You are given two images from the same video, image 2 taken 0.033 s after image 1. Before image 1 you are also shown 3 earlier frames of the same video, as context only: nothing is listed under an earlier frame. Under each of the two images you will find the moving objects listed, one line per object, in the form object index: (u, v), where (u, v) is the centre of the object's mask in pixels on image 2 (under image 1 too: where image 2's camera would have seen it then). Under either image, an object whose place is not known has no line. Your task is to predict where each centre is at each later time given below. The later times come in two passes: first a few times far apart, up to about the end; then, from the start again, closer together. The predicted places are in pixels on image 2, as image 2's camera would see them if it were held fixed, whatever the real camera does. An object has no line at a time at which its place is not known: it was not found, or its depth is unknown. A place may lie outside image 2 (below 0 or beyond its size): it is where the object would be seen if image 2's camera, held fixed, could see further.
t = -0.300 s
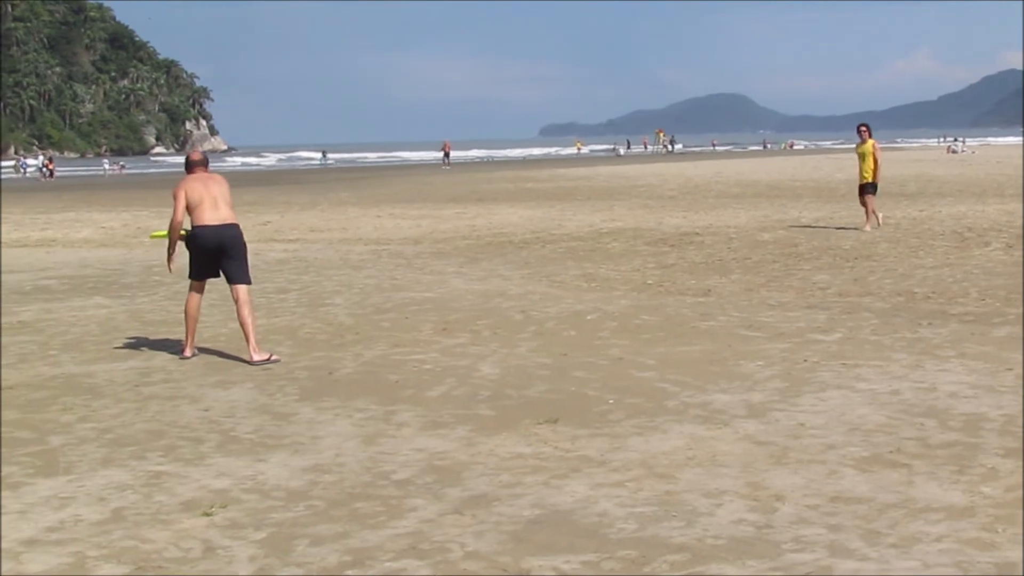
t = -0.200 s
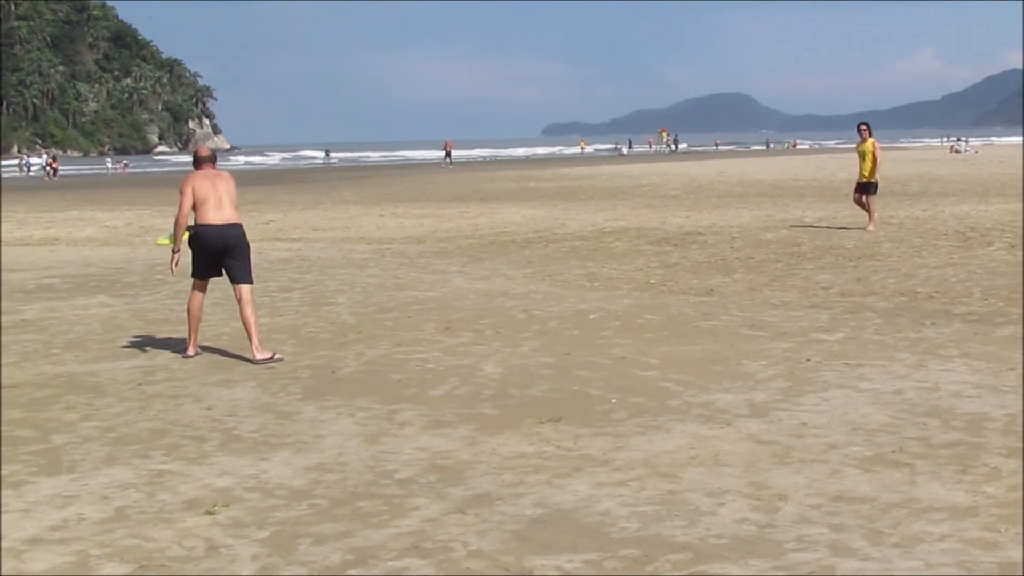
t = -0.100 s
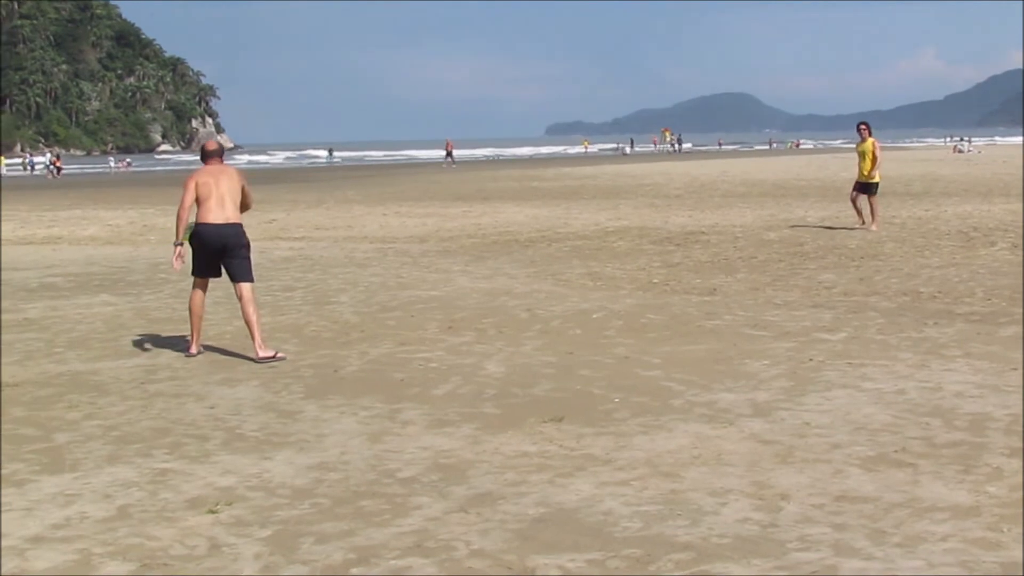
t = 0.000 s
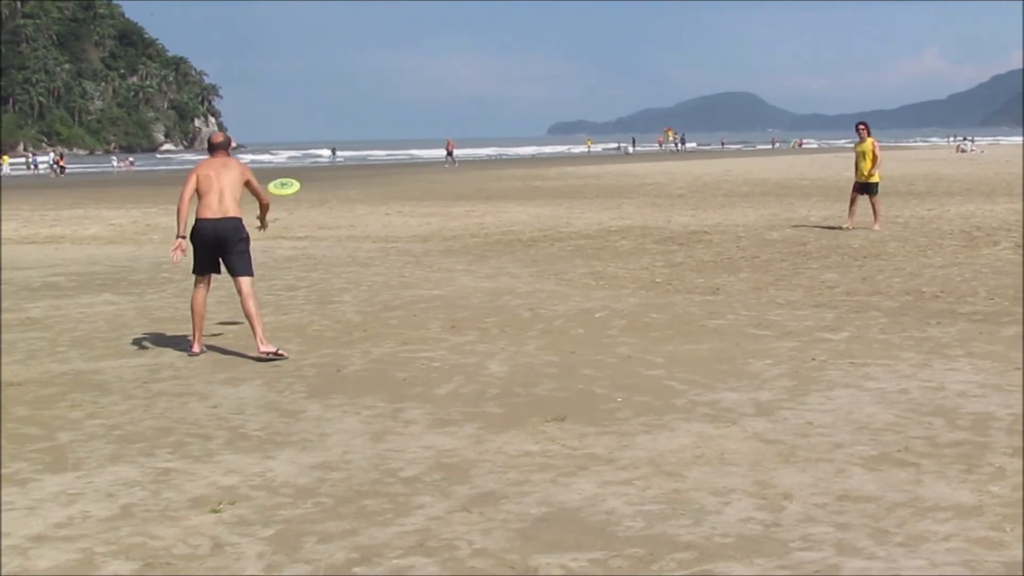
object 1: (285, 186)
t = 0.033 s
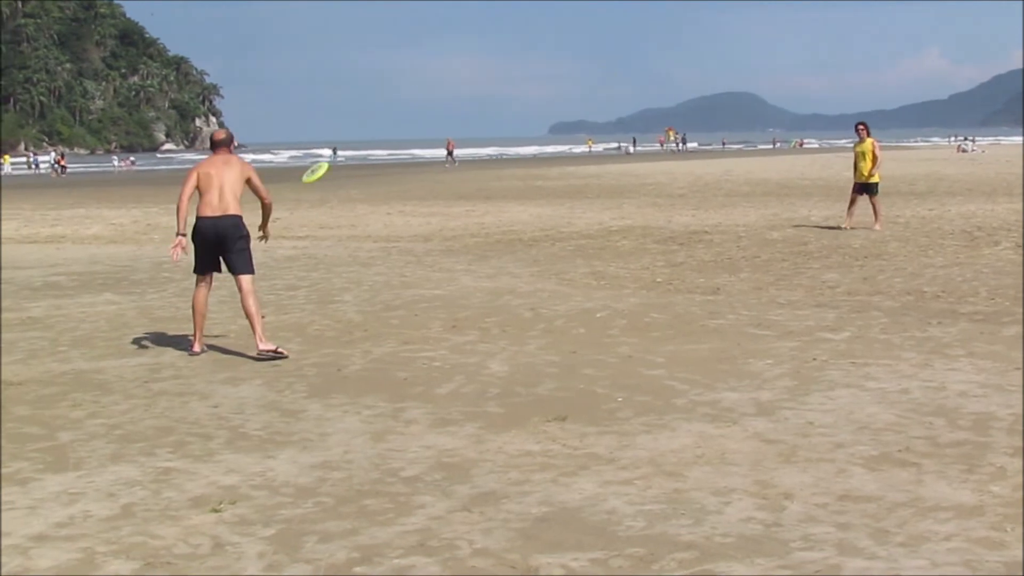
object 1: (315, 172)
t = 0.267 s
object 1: (490, 106)
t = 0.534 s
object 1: (632, 72)
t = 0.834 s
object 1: (749, 69)
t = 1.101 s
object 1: (825, 83)
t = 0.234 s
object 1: (468, 113)
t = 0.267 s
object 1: (490, 106)
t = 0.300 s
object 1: (511, 99)
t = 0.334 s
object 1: (530, 93)
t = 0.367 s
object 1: (549, 88)
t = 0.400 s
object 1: (567, 83)
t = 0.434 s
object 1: (584, 80)
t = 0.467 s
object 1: (601, 77)
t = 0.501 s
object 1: (618, 73)
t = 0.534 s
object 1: (632, 72)
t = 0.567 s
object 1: (648, 70)
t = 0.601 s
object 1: (663, 69)
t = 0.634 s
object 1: (677, 68)
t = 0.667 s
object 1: (690, 67)
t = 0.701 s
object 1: (703, 67)
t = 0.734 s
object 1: (715, 67)
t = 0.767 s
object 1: (727, 67)
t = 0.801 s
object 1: (738, 68)
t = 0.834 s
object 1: (749, 69)
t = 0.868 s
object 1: (760, 70)
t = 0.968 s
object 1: (790, 75)
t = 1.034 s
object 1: (809, 78)
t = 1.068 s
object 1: (817, 81)
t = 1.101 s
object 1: (825, 83)
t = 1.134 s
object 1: (833, 85)
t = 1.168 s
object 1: (841, 88)
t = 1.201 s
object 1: (849, 91)
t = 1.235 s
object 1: (855, 93)
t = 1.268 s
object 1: (862, 96)
